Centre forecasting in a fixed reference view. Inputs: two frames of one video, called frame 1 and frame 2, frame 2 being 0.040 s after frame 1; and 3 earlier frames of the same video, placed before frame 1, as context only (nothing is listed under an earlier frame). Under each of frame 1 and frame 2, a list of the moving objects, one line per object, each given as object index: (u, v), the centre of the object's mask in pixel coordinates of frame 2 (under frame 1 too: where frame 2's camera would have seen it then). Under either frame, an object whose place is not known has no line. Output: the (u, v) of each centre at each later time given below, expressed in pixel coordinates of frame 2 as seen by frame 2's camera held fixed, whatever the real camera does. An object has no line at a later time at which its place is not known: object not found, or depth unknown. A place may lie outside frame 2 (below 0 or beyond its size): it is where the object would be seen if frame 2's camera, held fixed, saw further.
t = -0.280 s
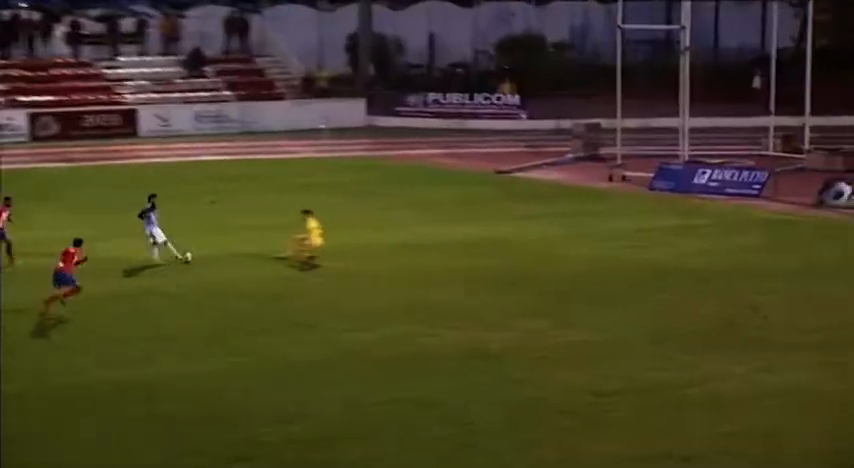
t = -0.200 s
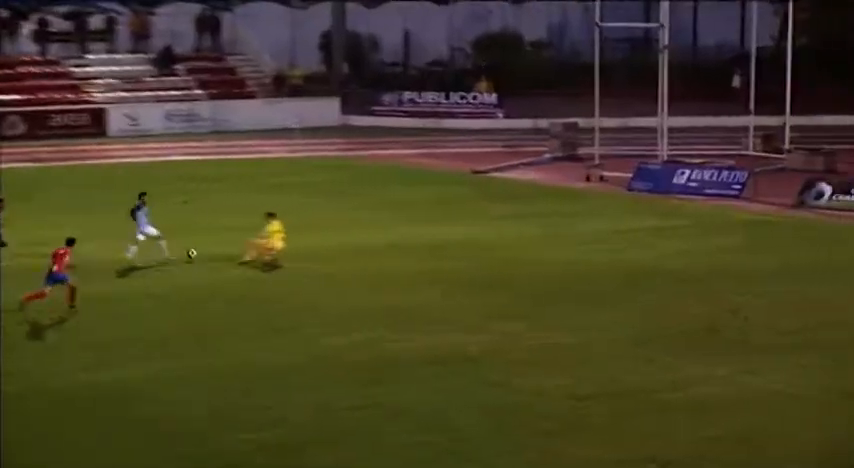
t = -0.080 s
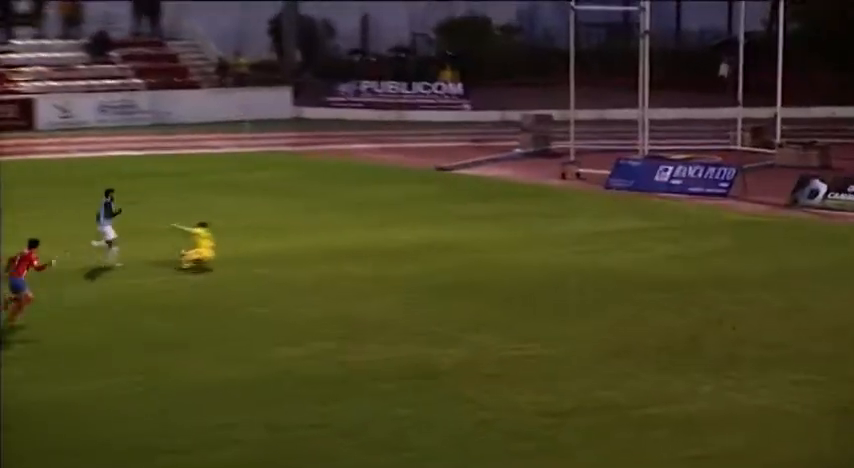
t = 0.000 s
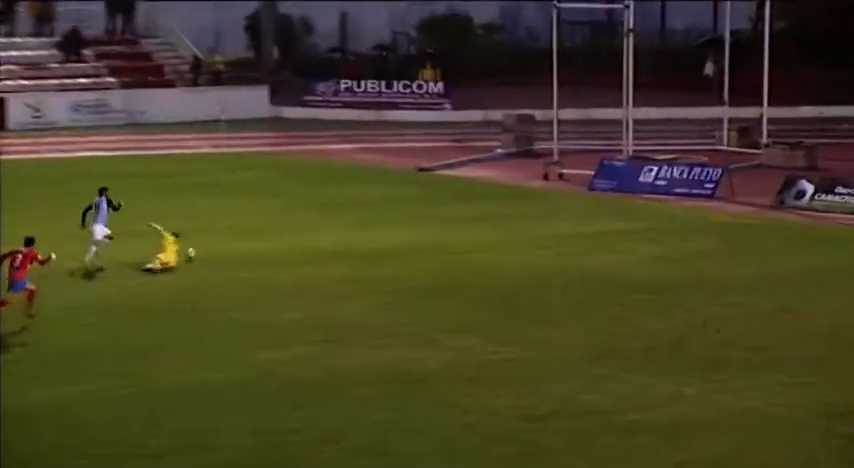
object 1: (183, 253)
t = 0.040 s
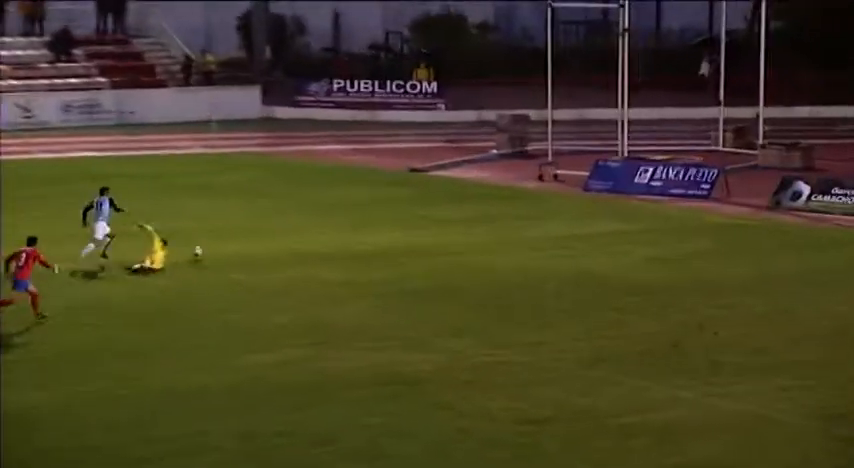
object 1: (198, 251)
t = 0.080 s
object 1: (209, 249)
